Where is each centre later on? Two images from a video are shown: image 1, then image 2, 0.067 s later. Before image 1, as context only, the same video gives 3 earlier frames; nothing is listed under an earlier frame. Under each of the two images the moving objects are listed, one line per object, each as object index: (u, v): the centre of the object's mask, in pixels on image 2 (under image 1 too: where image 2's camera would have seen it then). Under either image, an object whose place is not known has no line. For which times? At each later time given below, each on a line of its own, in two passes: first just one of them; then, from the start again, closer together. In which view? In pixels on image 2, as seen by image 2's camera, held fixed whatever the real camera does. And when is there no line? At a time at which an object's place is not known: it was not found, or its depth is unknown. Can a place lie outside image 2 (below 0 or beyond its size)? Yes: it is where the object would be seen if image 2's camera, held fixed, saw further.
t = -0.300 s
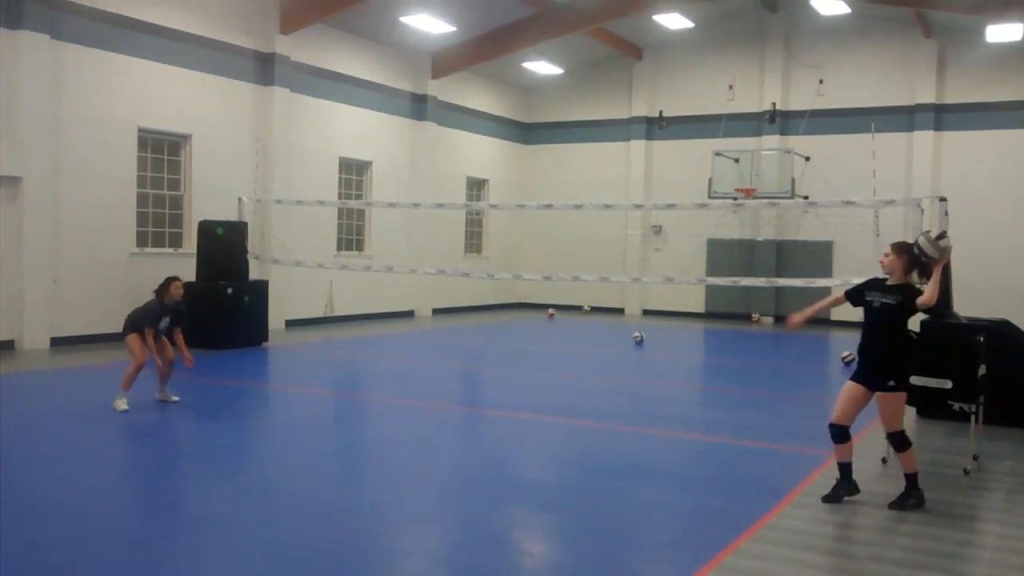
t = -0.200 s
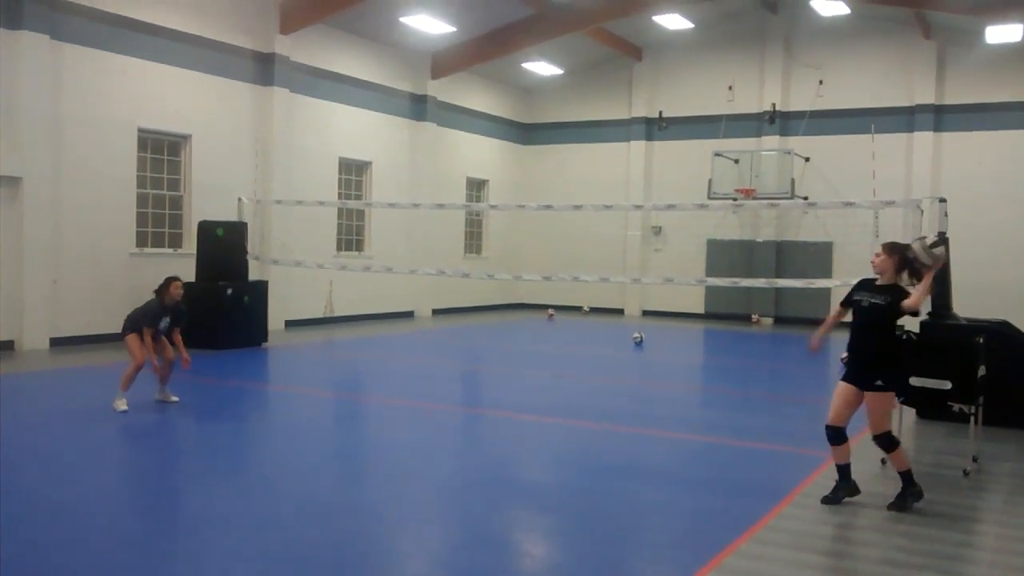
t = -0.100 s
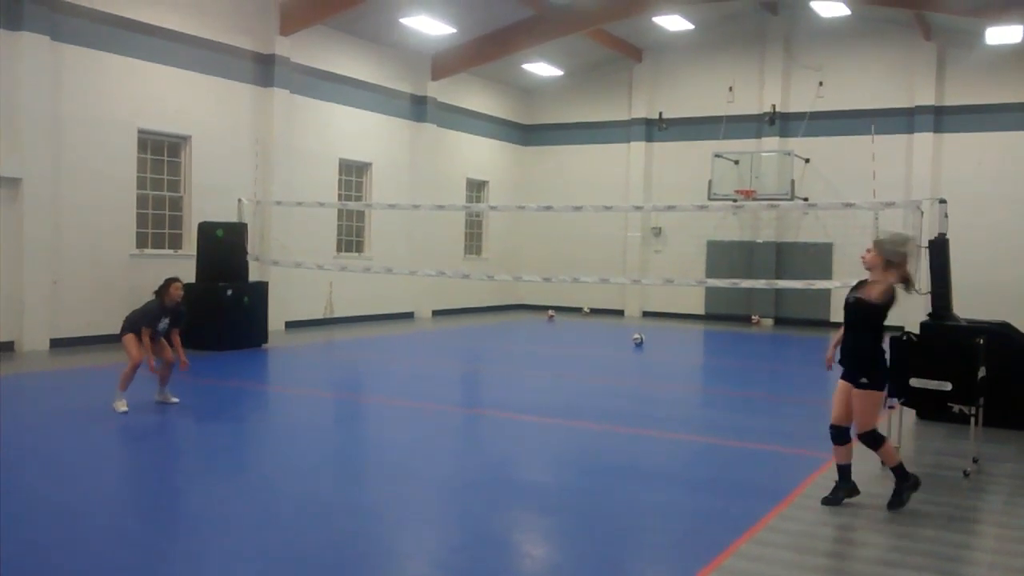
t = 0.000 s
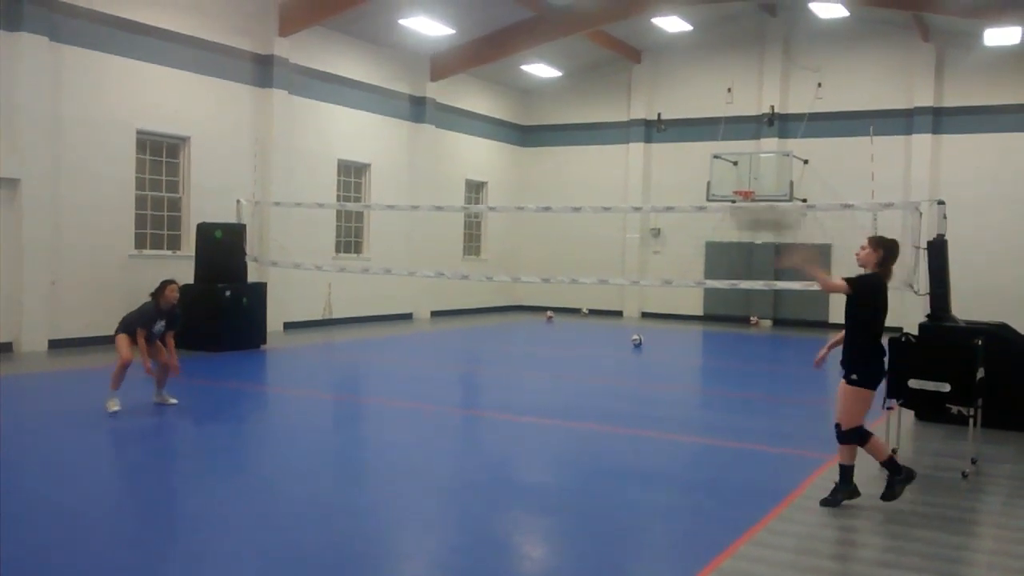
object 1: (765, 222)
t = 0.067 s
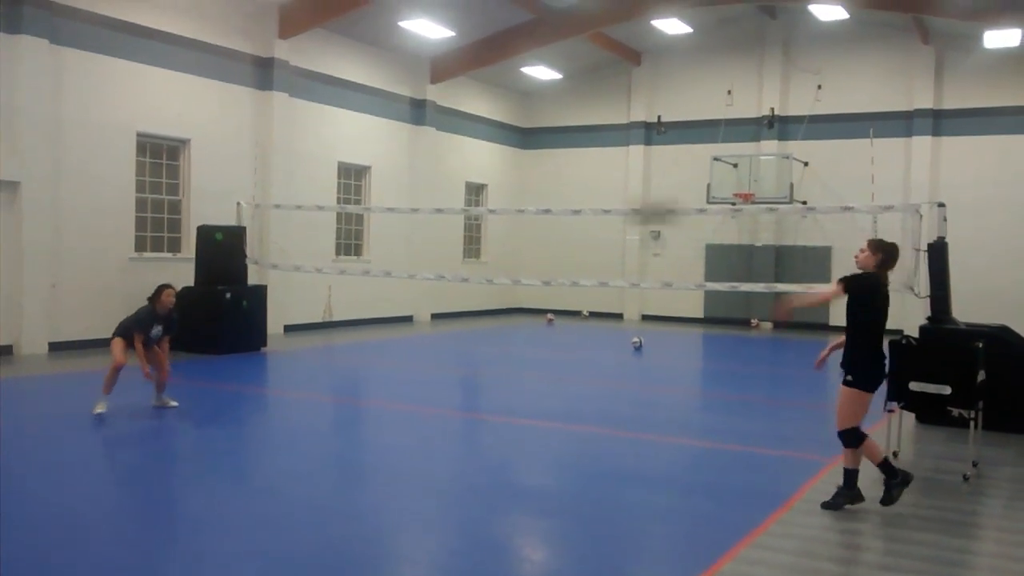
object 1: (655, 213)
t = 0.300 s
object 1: (322, 230)
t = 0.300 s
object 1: (322, 230)
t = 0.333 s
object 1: (288, 237)
